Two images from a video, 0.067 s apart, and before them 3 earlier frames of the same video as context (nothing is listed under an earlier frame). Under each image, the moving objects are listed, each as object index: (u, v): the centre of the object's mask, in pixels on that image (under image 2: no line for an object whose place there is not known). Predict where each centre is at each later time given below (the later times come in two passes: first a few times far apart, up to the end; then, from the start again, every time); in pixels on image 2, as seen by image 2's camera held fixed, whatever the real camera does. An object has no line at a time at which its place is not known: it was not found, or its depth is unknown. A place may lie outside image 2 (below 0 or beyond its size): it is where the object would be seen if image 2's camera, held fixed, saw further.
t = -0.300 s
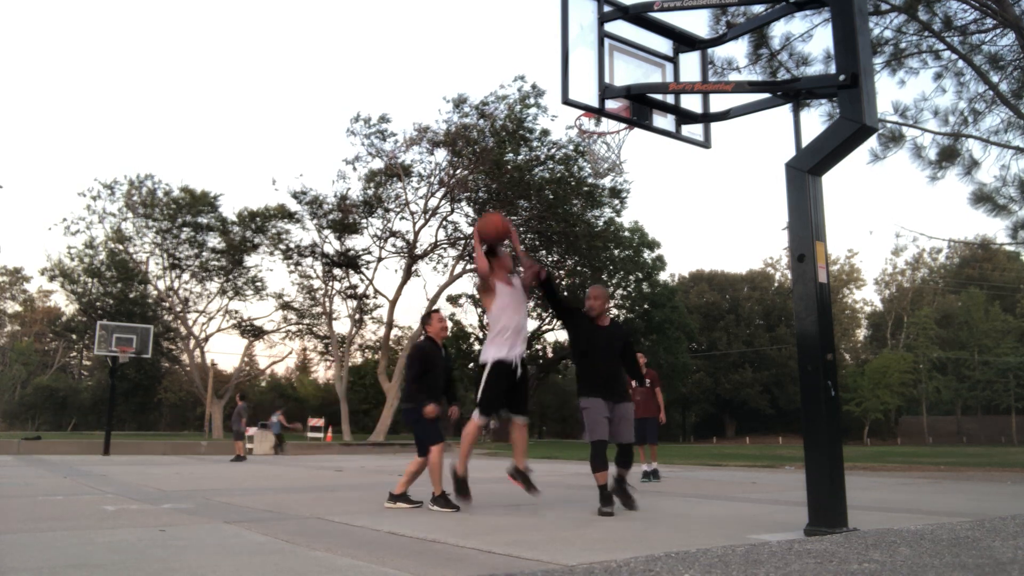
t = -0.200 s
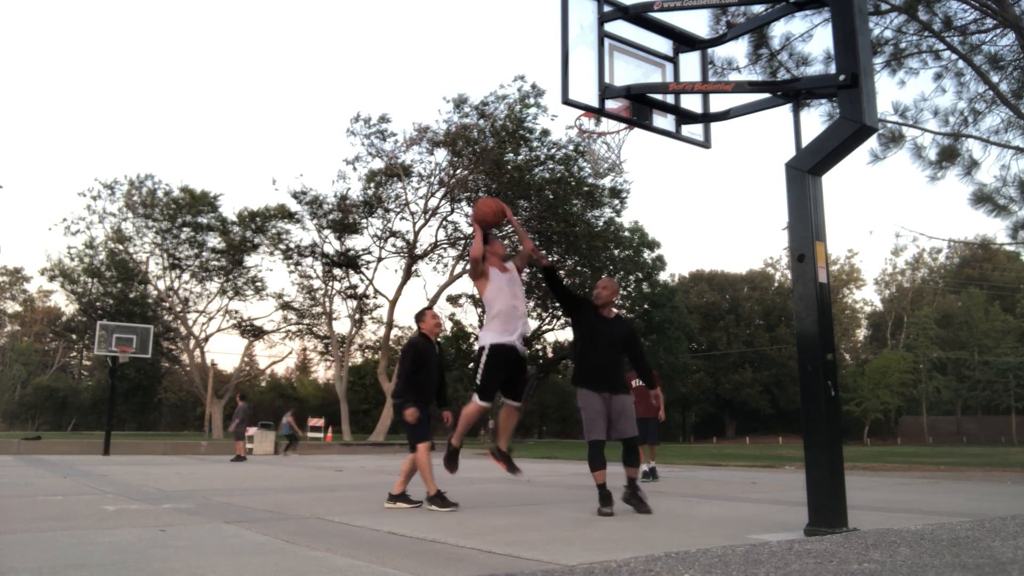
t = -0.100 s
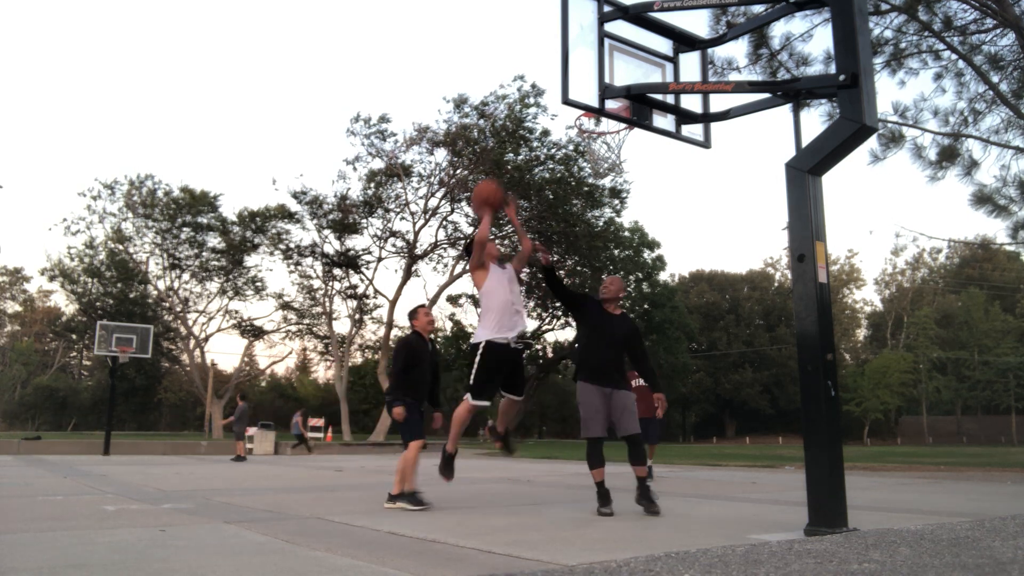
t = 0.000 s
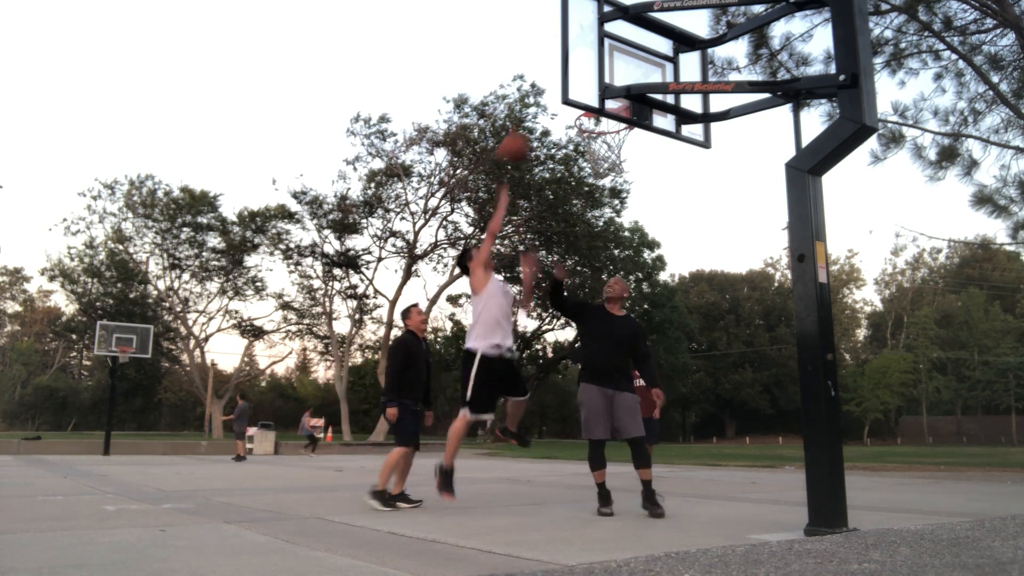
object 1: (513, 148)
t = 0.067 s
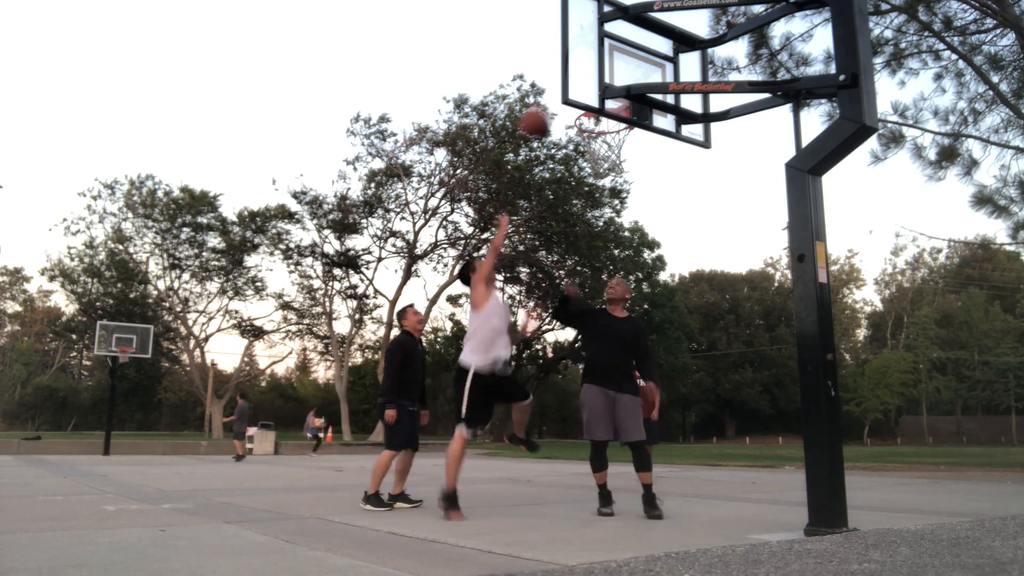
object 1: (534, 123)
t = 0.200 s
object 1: (579, 85)
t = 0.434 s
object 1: (597, 96)
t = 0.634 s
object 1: (604, 125)
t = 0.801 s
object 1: (607, 166)
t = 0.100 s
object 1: (546, 110)
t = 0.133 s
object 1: (553, 103)
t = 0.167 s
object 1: (569, 91)
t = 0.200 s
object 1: (579, 85)
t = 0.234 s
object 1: (585, 81)
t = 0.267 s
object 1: (589, 78)
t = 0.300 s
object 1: (590, 80)
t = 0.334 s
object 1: (591, 83)
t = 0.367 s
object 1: (592, 89)
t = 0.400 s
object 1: (593, 93)
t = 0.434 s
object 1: (597, 96)
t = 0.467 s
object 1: (593, 95)
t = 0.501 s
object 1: (594, 96)
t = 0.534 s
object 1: (594, 99)
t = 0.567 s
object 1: (595, 101)
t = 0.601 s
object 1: (602, 121)
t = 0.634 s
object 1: (604, 125)
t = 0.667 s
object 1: (605, 128)
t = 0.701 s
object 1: (606, 137)
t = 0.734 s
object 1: (607, 147)
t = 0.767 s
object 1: (607, 161)
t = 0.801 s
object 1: (607, 166)
